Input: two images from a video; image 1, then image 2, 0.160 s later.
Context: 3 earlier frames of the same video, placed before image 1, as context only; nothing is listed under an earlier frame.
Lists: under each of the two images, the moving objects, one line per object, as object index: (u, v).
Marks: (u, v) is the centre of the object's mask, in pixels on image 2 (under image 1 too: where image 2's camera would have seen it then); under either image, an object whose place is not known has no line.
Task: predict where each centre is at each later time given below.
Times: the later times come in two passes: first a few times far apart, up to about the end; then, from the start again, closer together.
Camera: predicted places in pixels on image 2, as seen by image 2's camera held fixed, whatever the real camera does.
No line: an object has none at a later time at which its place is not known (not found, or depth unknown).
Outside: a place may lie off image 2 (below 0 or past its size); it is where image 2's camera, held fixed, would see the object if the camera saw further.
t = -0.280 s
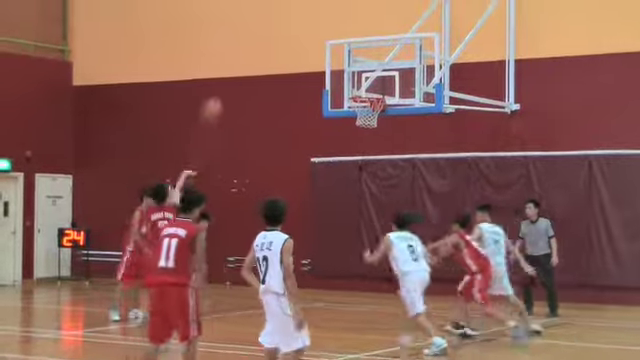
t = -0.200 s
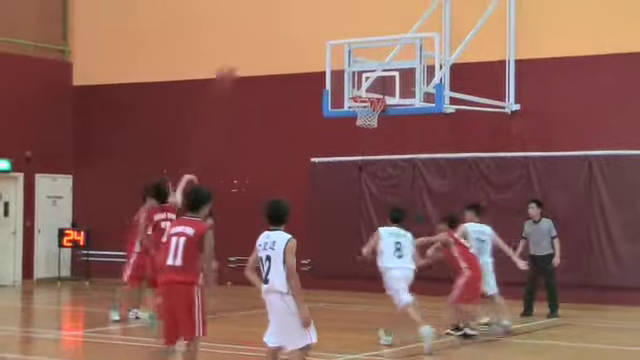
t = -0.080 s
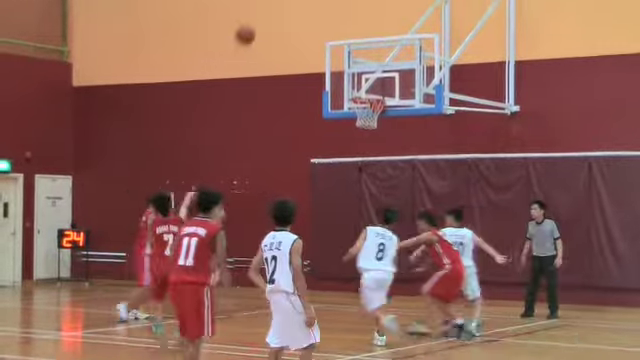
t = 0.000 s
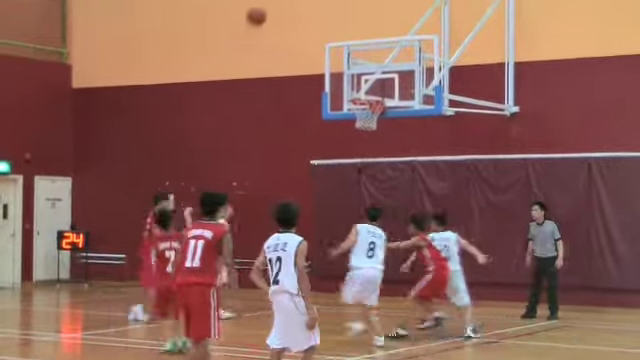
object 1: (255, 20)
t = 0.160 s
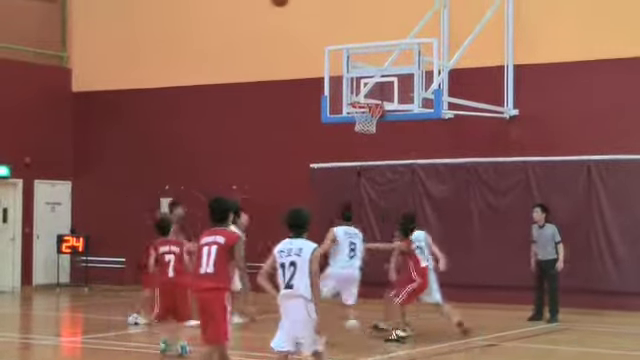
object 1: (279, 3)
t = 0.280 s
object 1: (295, -1)
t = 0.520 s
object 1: (325, 19)
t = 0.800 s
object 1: (357, 95)
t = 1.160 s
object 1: (371, 88)
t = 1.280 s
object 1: (373, 90)
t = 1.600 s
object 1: (367, 91)
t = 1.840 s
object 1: (363, 135)
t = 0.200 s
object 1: (283, 1)
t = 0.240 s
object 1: (290, -1)
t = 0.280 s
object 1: (295, -1)
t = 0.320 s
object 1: (300, -2)
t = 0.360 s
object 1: (306, -1)
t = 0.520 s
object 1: (325, 19)
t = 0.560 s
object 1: (330, 28)
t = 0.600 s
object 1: (334, 37)
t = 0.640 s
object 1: (339, 47)
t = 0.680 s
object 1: (343, 58)
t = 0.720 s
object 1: (347, 71)
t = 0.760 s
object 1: (350, 85)
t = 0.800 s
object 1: (357, 95)
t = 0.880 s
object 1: (359, 87)
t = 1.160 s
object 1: (371, 88)
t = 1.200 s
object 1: (374, 91)
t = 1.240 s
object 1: (374, 93)
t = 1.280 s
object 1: (373, 90)
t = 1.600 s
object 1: (367, 91)
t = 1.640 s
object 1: (366, 95)
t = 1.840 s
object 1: (363, 135)
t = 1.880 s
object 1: (363, 141)
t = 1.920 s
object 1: (363, 154)
